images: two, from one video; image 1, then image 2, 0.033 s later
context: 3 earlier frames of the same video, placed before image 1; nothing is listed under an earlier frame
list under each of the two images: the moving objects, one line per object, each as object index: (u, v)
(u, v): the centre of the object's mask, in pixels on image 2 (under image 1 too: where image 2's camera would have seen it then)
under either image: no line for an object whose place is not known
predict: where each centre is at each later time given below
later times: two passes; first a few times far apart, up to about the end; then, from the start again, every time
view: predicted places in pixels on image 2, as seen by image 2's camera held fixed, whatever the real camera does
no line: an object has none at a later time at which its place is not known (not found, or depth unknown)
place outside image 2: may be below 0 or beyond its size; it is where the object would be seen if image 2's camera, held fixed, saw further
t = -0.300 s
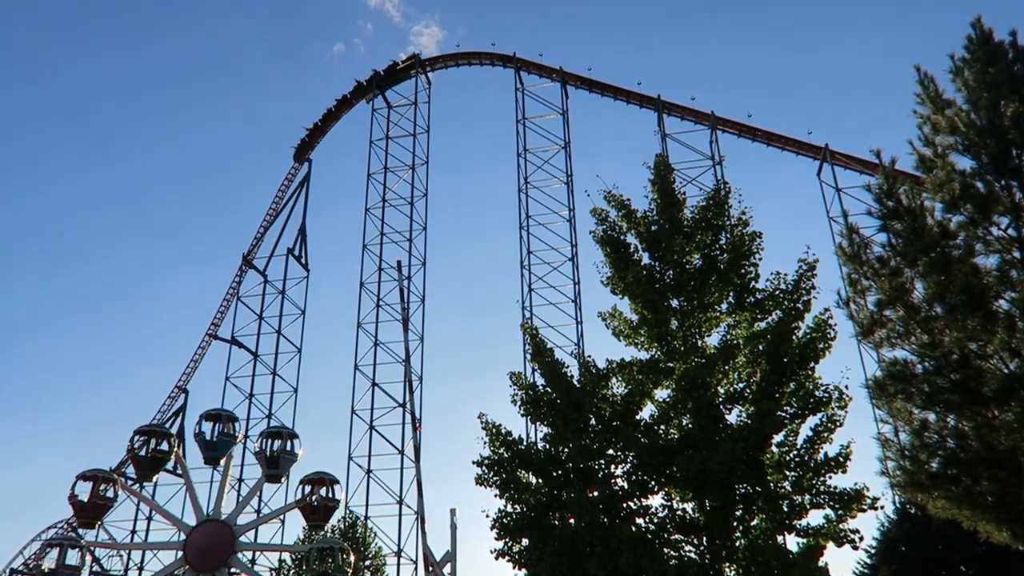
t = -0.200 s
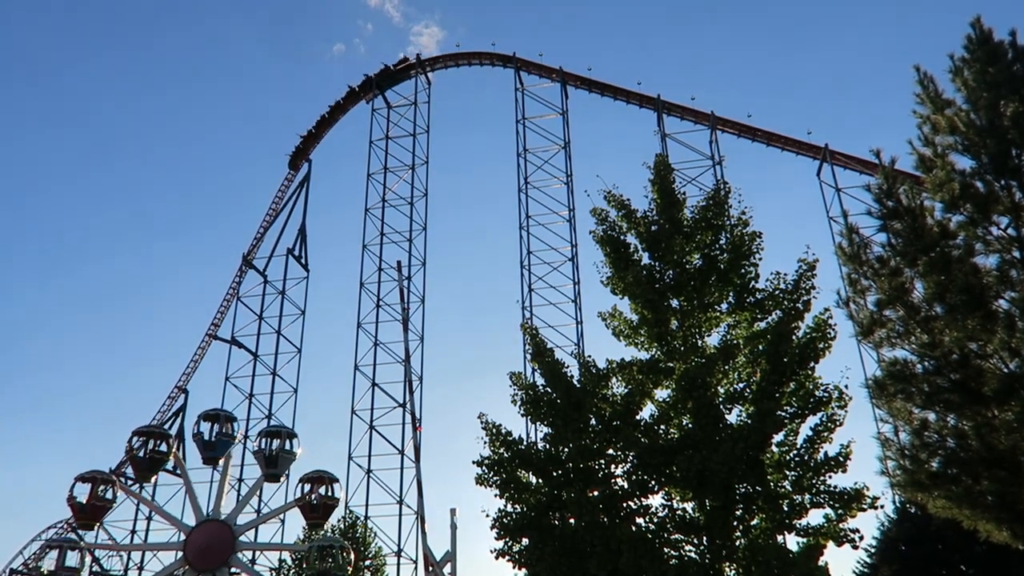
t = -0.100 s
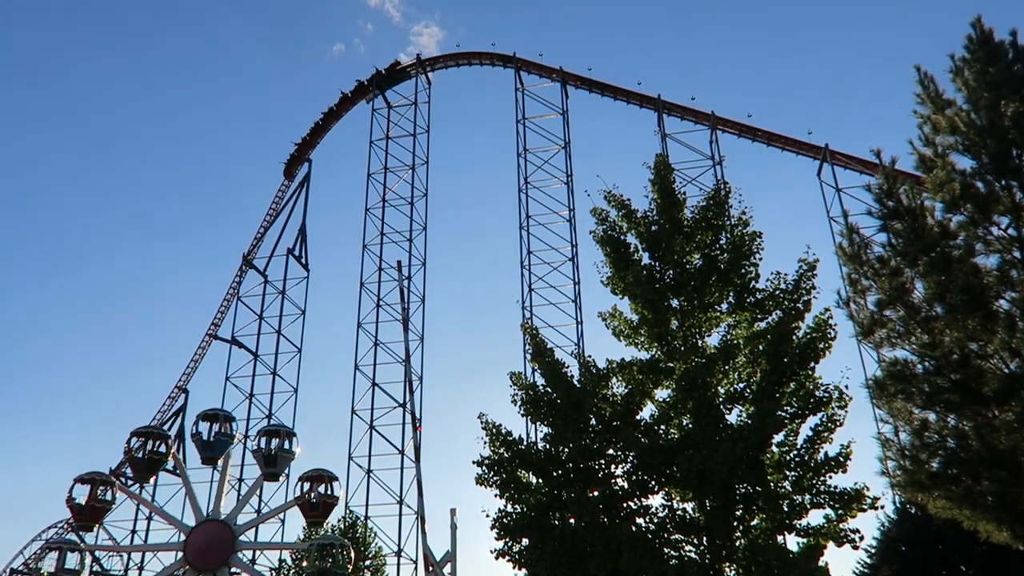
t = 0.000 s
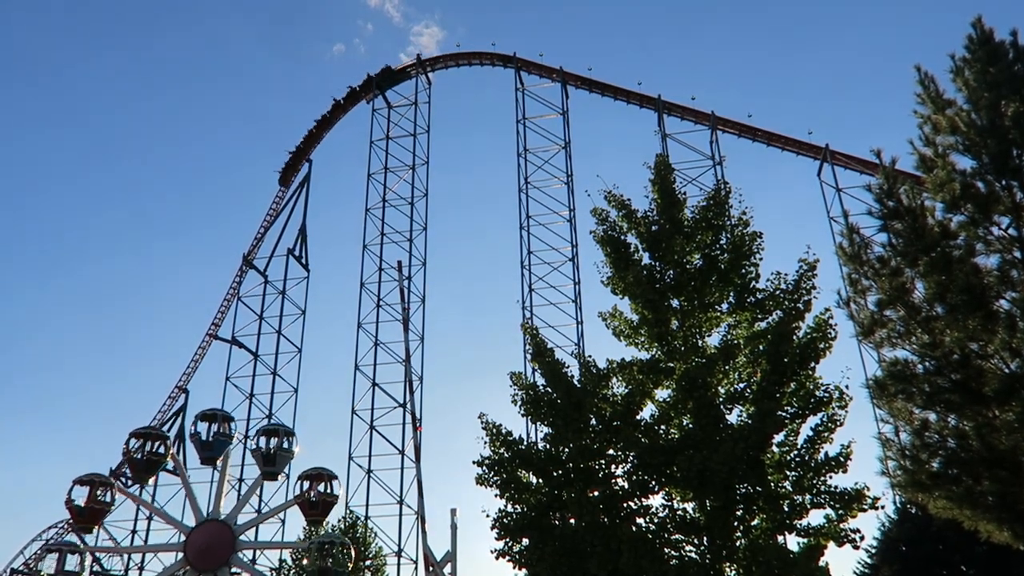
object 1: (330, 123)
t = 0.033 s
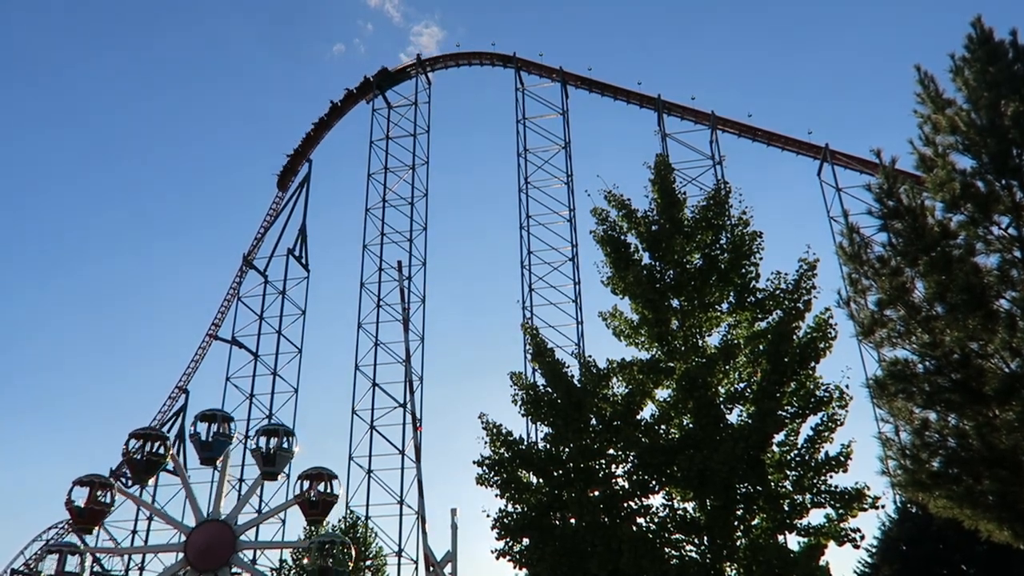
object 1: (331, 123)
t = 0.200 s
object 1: (316, 138)
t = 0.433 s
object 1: (299, 162)
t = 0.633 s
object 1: (284, 183)
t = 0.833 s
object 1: (267, 212)
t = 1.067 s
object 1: (246, 253)
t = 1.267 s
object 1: (227, 291)
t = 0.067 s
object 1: (325, 128)
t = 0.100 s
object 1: (322, 131)
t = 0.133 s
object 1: (320, 133)
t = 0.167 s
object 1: (318, 136)
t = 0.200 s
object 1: (316, 138)
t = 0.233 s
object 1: (315, 141)
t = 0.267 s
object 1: (312, 144)
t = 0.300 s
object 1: (309, 147)
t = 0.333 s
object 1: (306, 151)
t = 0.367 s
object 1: (304, 155)
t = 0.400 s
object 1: (301, 158)
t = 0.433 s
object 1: (299, 162)
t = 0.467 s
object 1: (296, 165)
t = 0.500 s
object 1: (294, 169)
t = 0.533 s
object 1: (291, 172)
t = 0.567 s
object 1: (289, 176)
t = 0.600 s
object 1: (286, 180)
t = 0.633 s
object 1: (284, 183)
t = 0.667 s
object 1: (282, 186)
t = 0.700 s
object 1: (279, 192)
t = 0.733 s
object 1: (276, 197)
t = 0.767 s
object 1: (273, 203)
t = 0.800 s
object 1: (270, 207)
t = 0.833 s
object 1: (267, 212)
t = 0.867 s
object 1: (264, 218)
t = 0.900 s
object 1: (262, 222)
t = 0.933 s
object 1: (259, 227)
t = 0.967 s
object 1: (255, 234)
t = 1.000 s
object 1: (252, 240)
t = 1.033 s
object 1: (249, 246)
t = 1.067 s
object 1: (246, 253)
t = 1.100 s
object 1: (243, 258)
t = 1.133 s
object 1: (240, 264)
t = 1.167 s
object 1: (237, 270)
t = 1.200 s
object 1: (234, 277)
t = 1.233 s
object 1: (230, 284)
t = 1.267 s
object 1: (227, 291)
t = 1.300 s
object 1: (223, 297)
